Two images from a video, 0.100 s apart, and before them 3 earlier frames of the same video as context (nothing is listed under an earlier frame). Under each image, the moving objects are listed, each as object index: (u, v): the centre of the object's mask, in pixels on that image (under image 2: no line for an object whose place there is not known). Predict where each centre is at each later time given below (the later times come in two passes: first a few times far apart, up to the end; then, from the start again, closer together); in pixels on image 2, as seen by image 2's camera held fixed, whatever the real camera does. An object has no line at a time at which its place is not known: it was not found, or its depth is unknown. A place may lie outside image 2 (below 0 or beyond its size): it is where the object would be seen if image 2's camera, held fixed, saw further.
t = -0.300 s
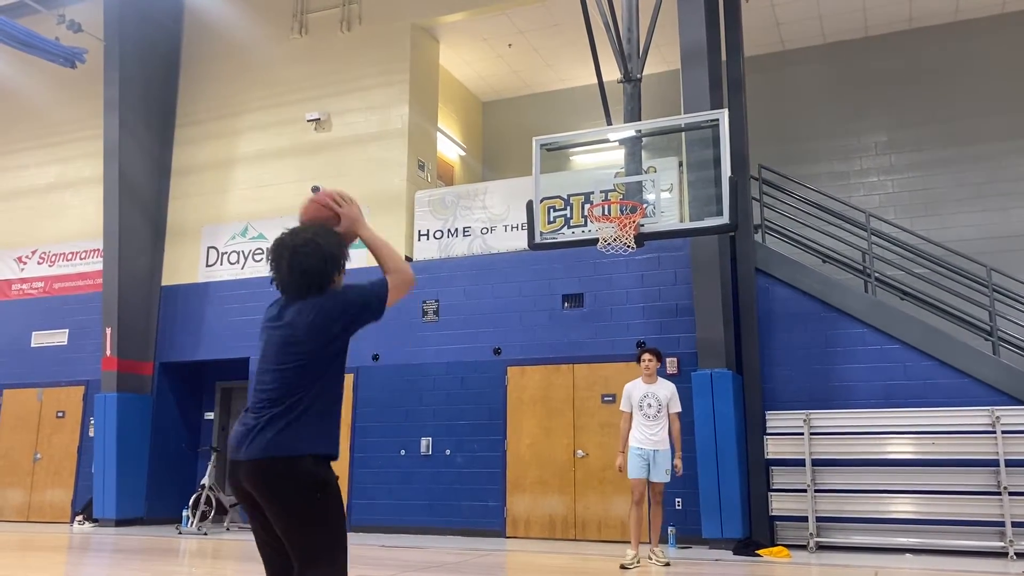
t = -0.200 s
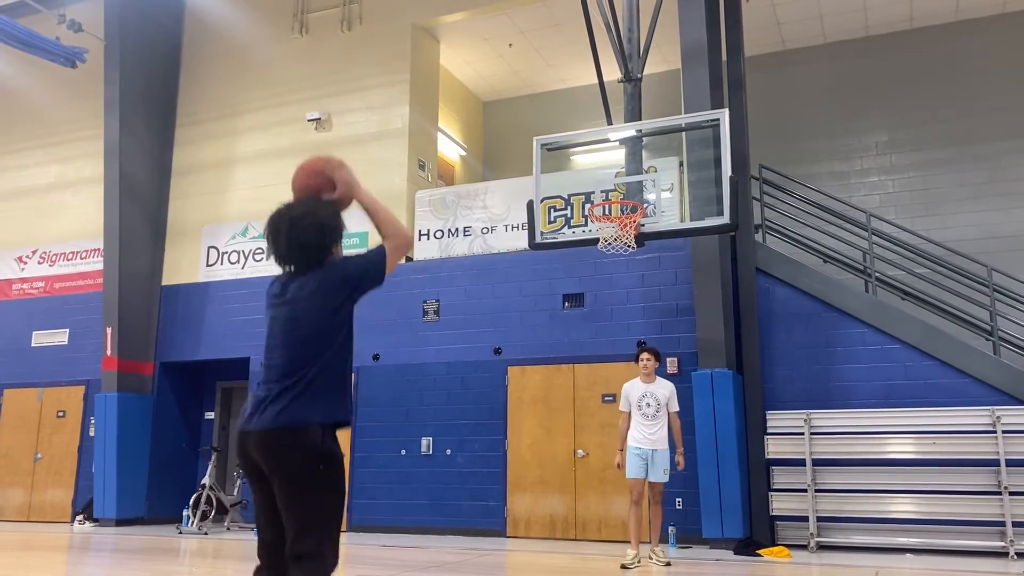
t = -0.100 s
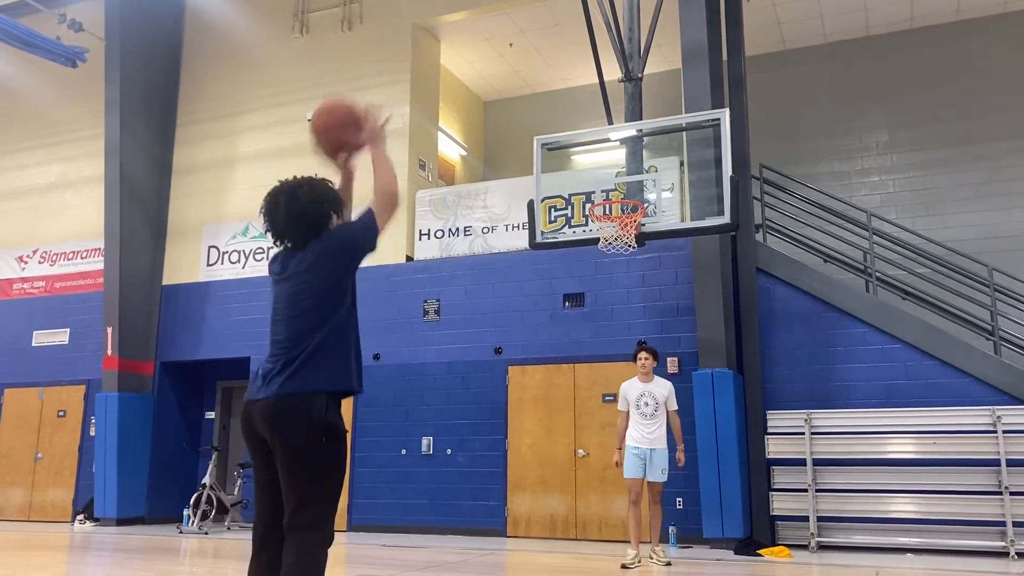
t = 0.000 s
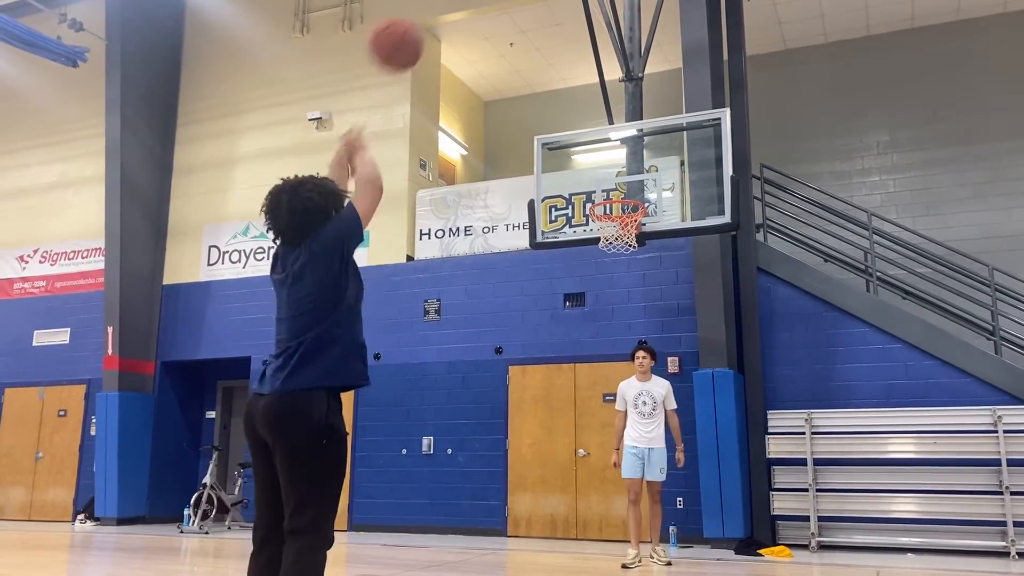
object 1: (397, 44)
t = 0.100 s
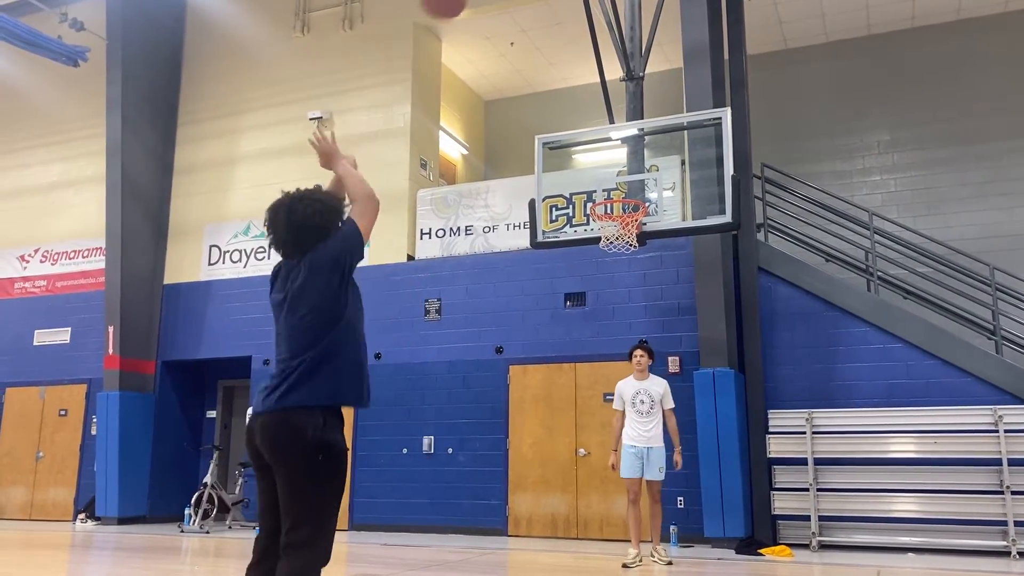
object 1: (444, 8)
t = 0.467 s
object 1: (550, 4)
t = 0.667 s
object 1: (588, 53)
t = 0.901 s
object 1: (623, 170)
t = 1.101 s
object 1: (622, 190)
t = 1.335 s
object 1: (598, 193)
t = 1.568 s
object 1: (610, 189)
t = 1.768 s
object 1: (622, 185)
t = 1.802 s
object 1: (623, 186)
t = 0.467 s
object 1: (550, 4)
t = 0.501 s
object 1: (557, 8)
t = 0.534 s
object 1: (564, 12)
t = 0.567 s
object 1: (570, 18)
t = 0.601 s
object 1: (577, 28)
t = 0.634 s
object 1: (583, 40)
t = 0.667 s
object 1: (588, 53)
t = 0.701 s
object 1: (593, 68)
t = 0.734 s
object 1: (599, 83)
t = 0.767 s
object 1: (603, 99)
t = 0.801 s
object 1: (608, 114)
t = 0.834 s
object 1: (613, 131)
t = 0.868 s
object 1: (619, 151)
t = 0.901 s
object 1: (623, 170)
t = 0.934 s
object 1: (627, 188)
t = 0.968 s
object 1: (627, 188)
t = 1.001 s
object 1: (626, 187)
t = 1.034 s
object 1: (624, 188)
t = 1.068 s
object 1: (623, 189)
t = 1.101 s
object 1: (622, 190)
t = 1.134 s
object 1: (620, 192)
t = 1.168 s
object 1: (618, 192)
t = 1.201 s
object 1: (614, 190)
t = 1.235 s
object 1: (609, 190)
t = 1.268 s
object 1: (606, 190)
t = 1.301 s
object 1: (602, 190)
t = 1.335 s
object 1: (598, 193)
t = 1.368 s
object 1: (597, 193)
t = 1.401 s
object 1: (599, 191)
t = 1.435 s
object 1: (602, 188)
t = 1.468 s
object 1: (604, 187)
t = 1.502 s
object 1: (606, 186)
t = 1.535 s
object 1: (608, 187)
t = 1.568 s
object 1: (610, 189)
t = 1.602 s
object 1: (612, 188)
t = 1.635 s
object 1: (615, 186)
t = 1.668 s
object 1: (616, 186)
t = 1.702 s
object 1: (618, 186)
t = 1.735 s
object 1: (619, 186)
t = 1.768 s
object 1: (622, 185)
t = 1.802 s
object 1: (623, 186)
